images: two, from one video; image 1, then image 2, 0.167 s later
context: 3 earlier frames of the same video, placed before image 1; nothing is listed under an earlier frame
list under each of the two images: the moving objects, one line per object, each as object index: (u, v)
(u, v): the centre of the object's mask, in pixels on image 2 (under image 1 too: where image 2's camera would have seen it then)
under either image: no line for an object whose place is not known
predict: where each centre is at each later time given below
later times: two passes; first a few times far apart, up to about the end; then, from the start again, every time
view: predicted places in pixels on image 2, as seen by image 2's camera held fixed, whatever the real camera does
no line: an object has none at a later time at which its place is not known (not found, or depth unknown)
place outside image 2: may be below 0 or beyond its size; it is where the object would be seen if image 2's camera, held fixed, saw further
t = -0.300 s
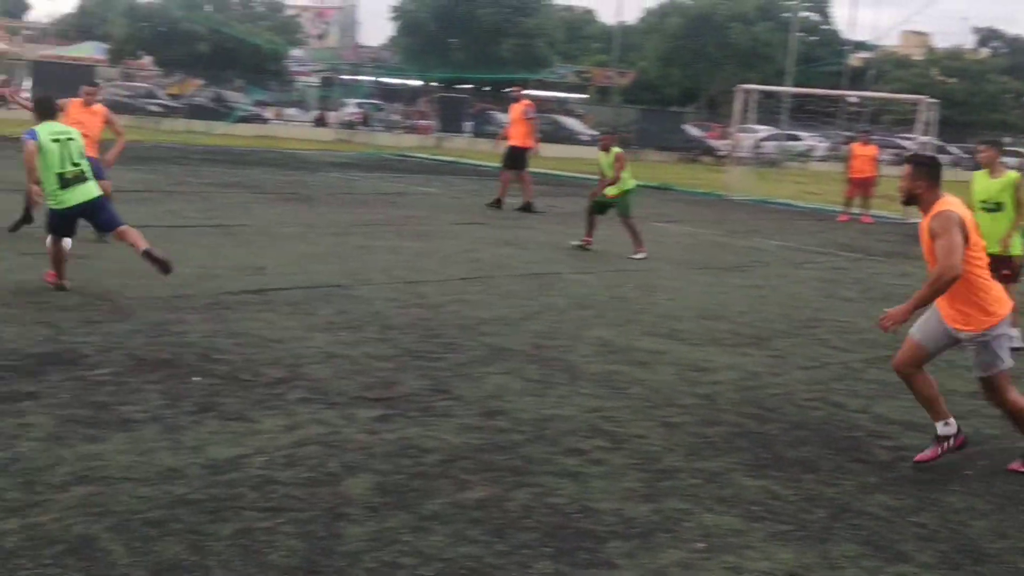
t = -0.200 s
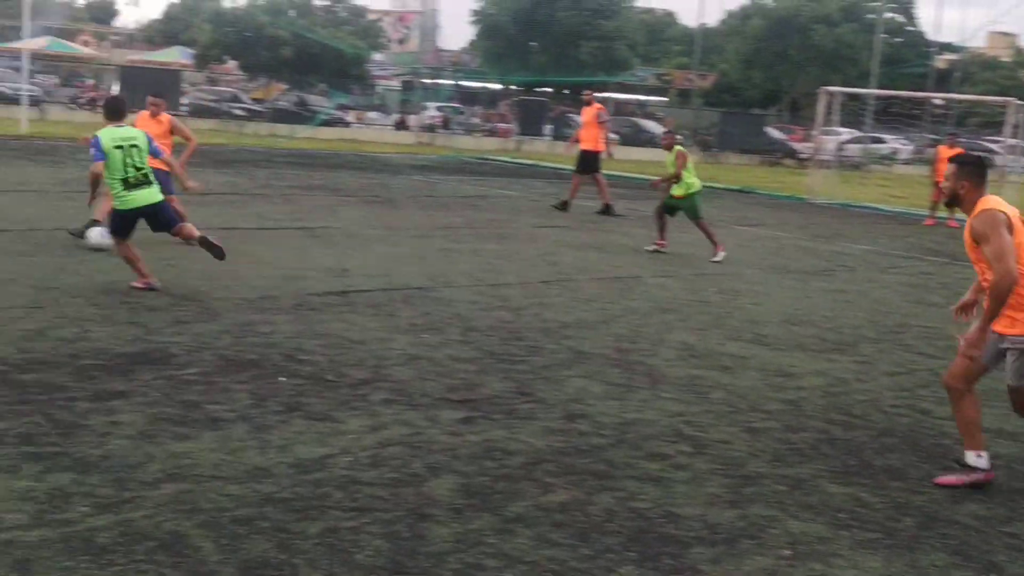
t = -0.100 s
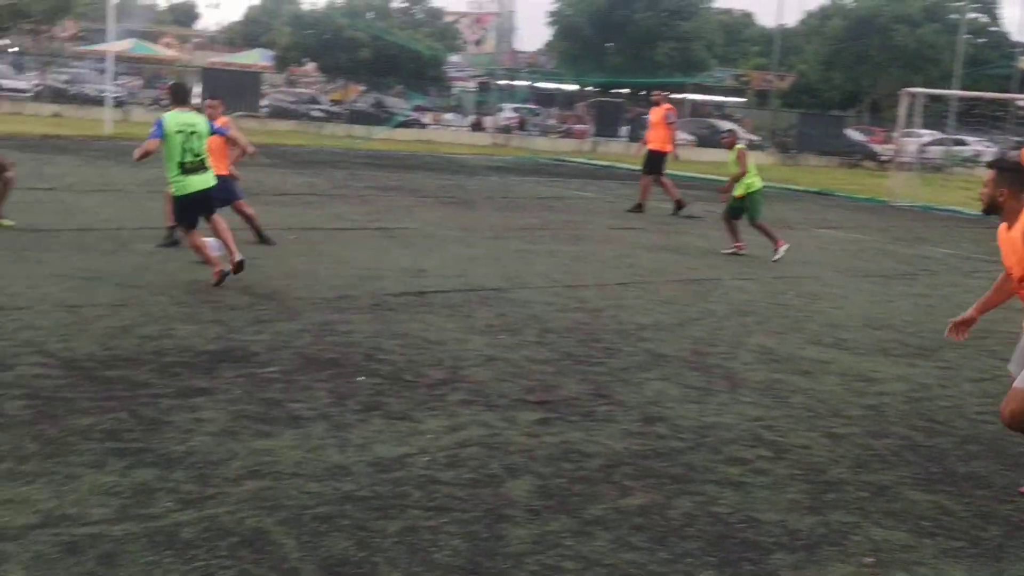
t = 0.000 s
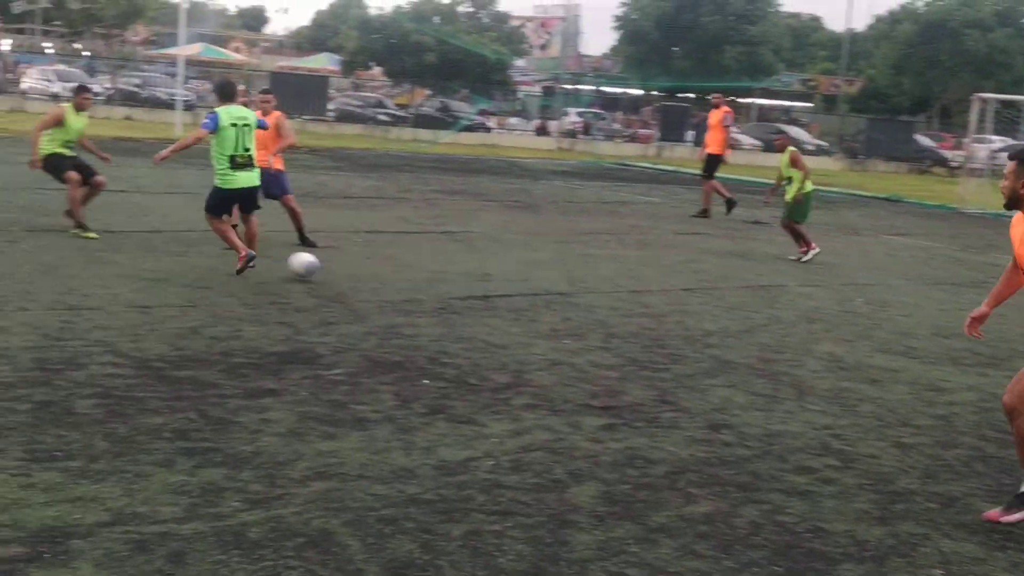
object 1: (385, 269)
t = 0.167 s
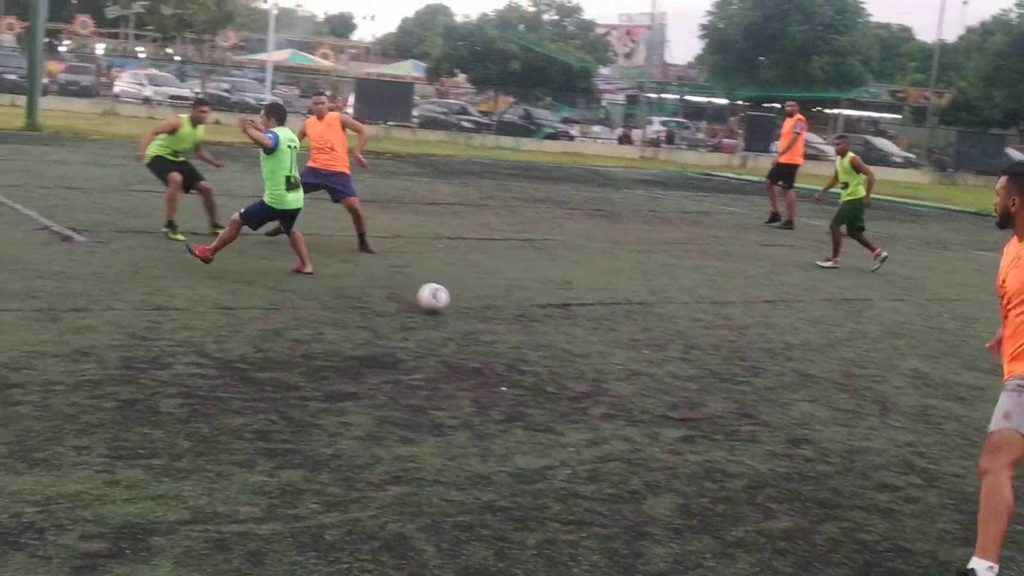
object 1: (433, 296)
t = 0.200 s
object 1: (443, 304)
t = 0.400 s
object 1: (506, 330)
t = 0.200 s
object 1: (443, 304)
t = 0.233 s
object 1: (454, 307)
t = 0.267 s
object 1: (464, 312)
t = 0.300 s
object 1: (475, 318)
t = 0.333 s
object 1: (485, 322)
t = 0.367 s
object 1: (495, 327)
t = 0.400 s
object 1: (506, 330)
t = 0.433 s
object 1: (517, 336)
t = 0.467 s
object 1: (527, 344)
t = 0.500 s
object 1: (538, 349)
